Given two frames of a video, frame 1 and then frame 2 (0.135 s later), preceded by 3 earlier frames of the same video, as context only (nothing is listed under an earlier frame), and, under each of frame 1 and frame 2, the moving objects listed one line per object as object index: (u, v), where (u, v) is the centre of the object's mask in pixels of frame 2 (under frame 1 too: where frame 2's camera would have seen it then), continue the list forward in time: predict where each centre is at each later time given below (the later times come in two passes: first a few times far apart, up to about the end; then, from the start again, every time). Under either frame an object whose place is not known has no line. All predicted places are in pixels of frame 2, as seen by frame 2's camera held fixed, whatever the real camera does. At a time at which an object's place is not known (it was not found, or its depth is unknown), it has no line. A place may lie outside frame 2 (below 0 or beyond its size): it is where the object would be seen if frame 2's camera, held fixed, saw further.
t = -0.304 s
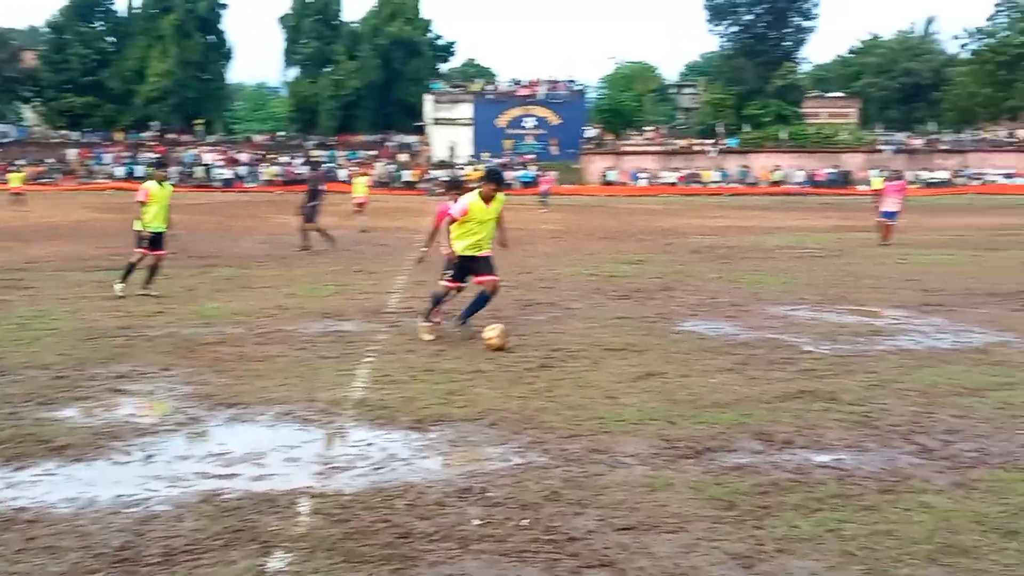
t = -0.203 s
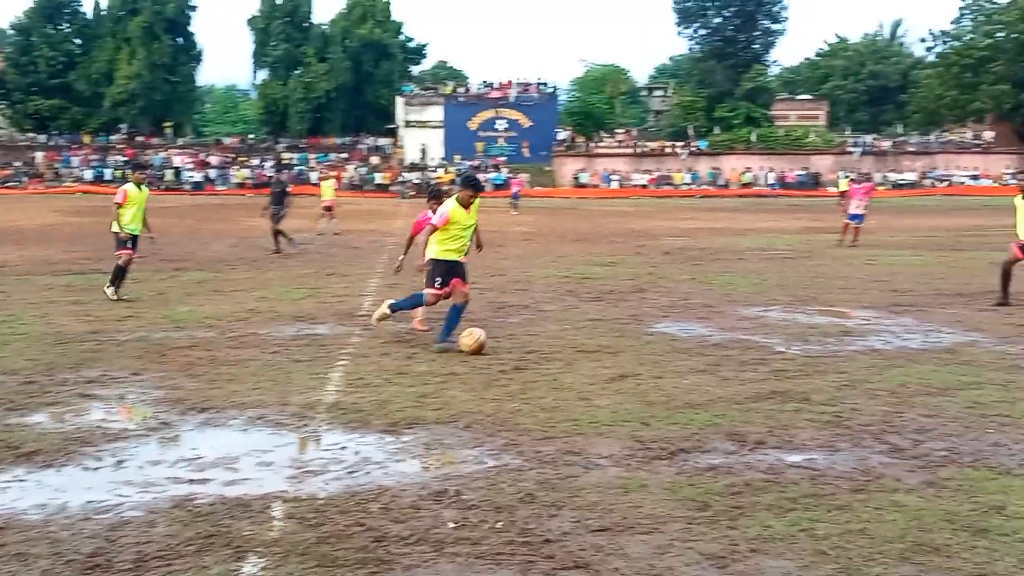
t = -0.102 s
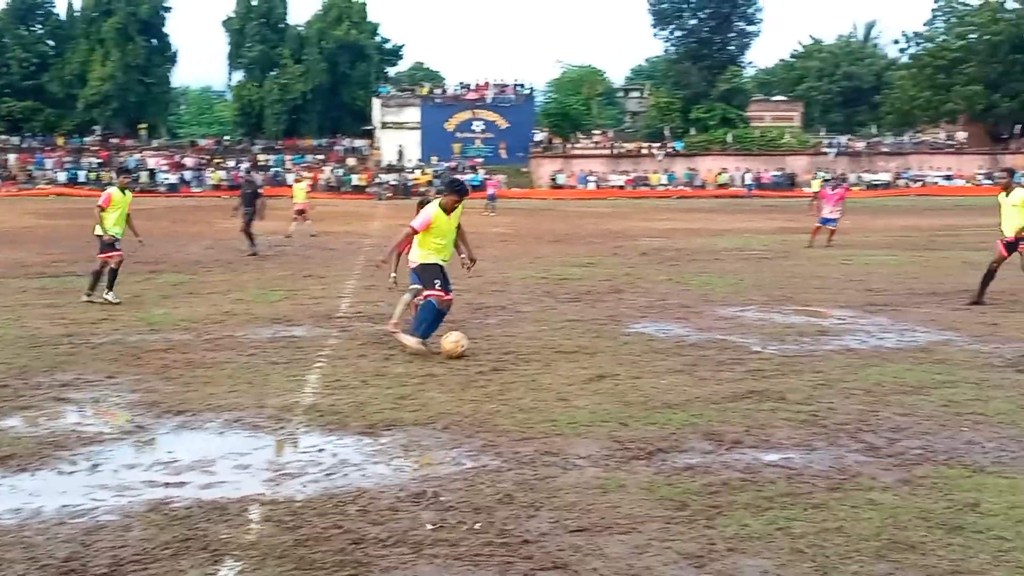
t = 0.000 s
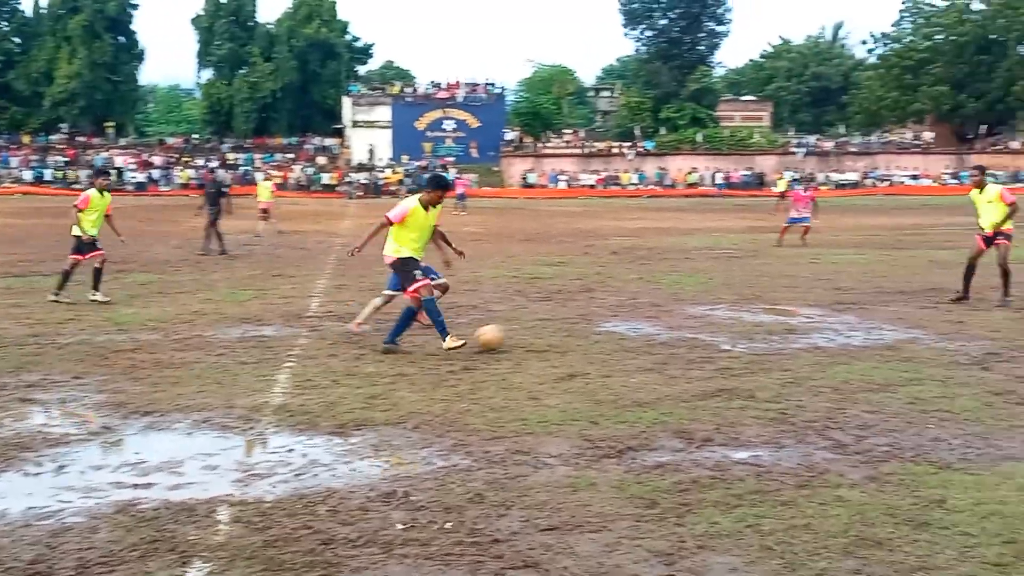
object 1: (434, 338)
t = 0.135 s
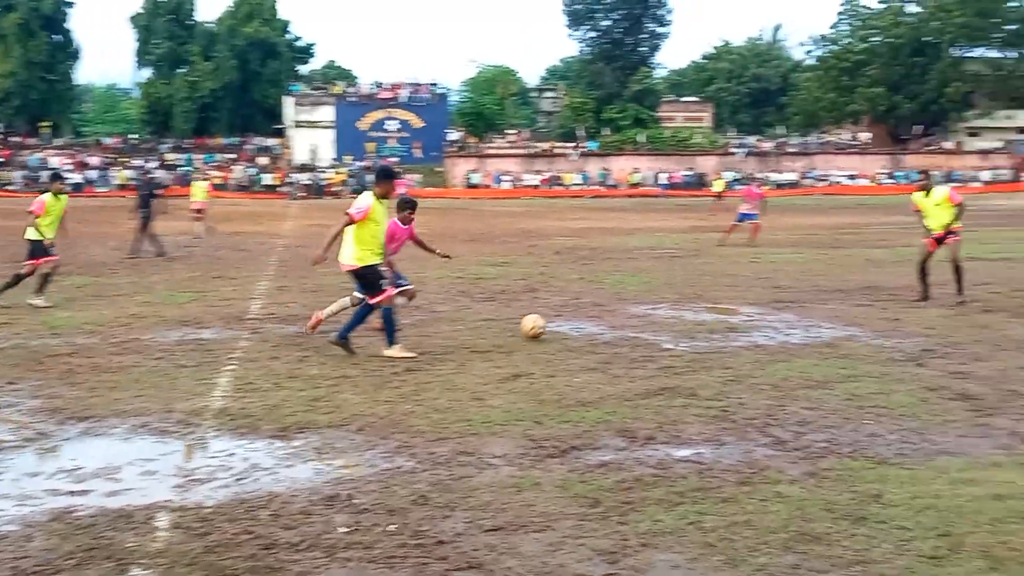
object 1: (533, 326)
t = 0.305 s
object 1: (627, 319)
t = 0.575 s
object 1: (730, 304)
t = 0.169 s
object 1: (554, 325)
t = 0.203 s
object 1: (576, 324)
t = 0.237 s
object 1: (595, 325)
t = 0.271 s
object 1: (612, 322)
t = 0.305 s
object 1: (627, 319)
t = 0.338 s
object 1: (642, 316)
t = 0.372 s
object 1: (658, 315)
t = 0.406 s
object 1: (672, 315)
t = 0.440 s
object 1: (684, 311)
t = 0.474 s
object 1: (697, 306)
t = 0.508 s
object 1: (708, 305)
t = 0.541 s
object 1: (719, 305)
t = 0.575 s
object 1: (730, 304)
